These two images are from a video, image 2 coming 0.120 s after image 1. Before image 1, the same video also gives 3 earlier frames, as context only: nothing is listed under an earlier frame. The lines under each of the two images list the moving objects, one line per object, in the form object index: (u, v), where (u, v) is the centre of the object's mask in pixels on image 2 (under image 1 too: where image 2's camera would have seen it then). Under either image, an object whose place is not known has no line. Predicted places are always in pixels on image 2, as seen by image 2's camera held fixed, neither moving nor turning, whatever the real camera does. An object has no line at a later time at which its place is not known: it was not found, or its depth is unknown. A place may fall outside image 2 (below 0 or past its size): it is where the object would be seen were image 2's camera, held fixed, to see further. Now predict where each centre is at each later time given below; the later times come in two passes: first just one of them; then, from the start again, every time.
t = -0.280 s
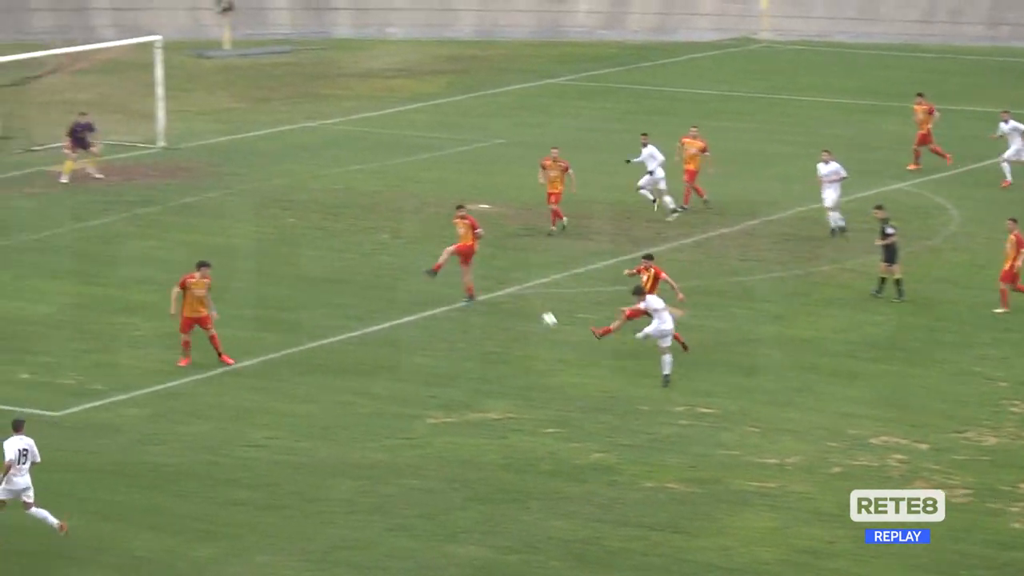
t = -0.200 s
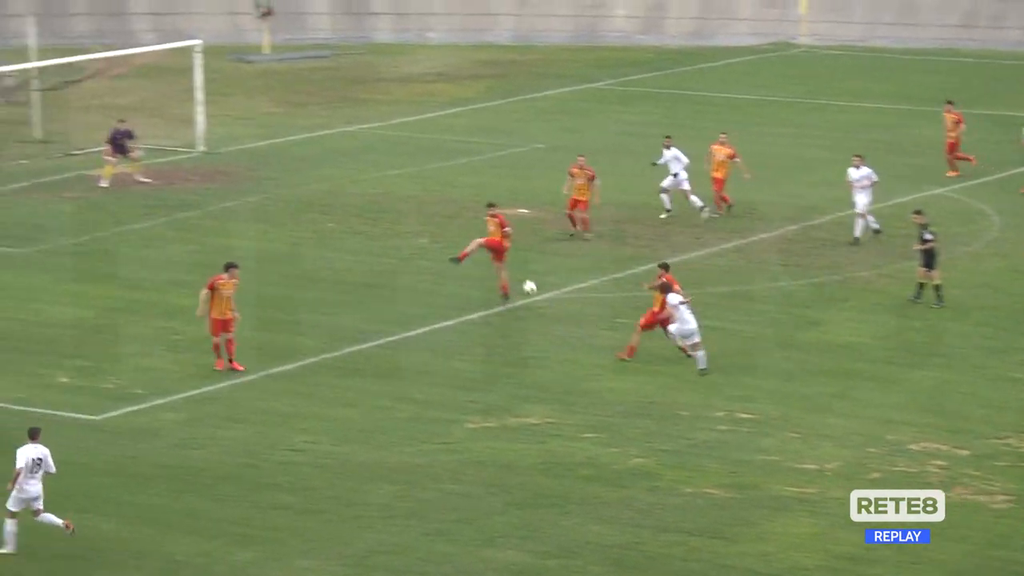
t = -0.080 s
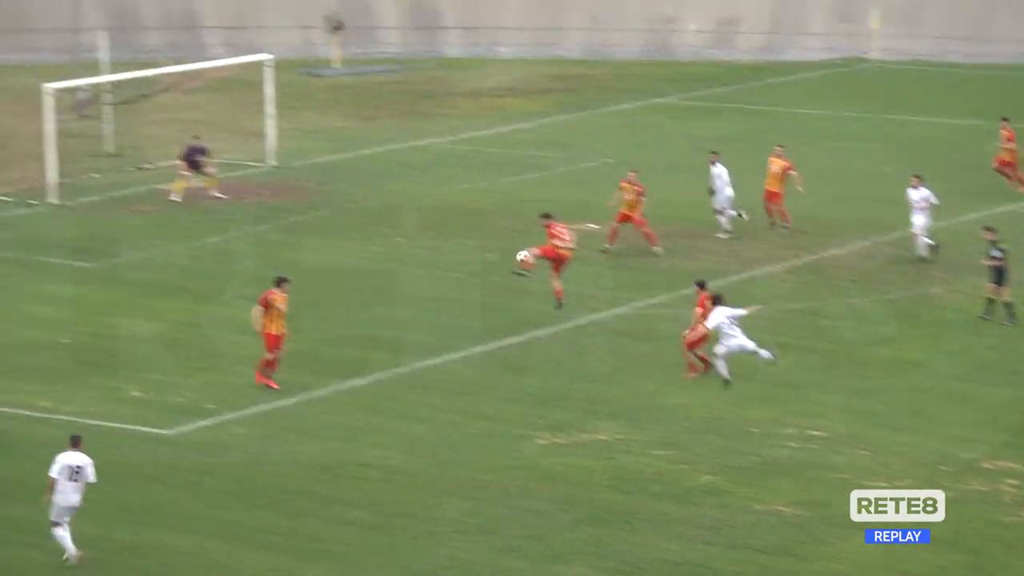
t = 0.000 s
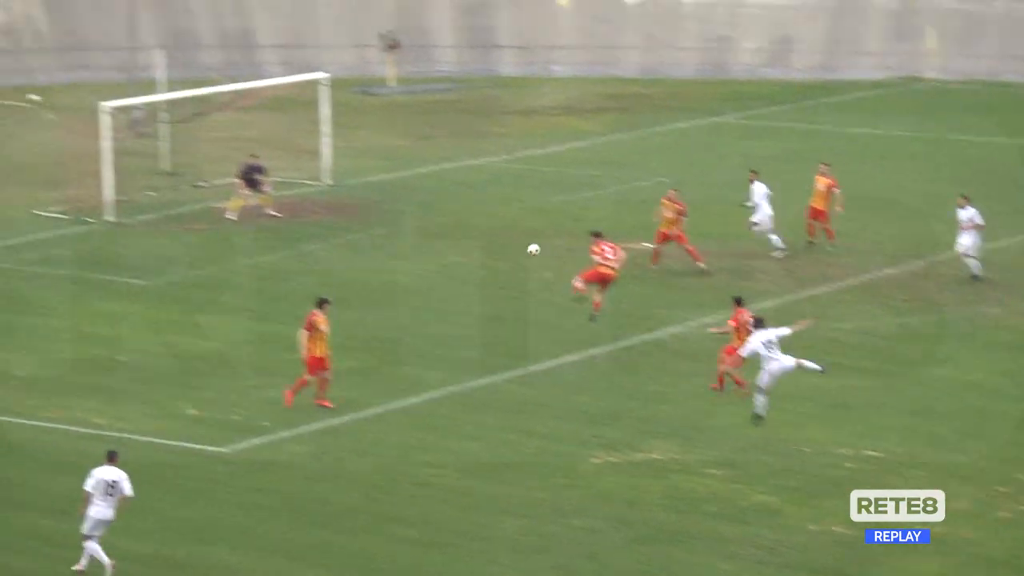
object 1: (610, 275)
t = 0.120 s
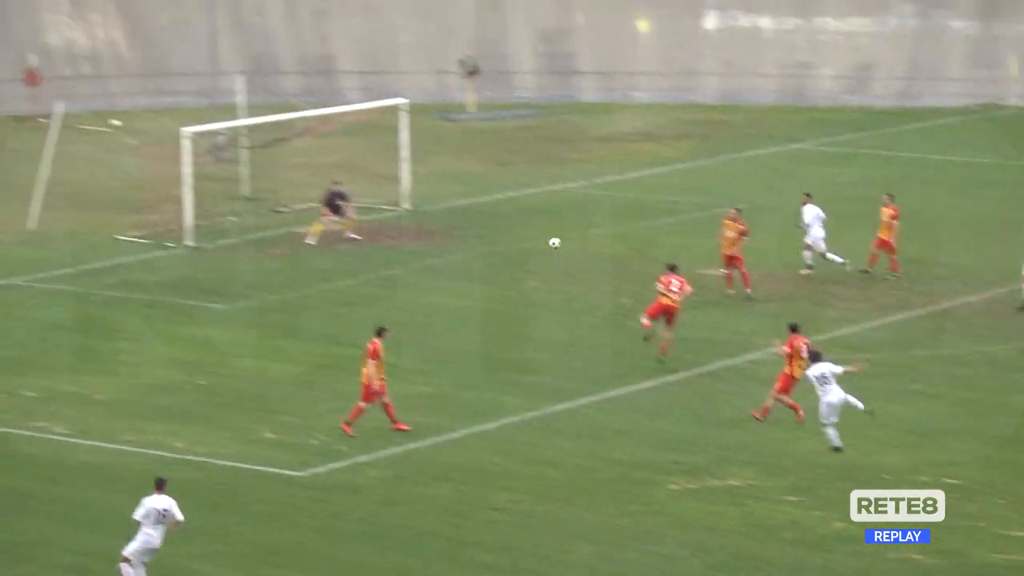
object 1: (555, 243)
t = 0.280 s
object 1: (492, 210)
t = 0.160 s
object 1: (538, 233)
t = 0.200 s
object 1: (523, 224)
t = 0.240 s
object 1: (507, 216)
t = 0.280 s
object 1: (492, 210)
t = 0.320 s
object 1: (478, 202)
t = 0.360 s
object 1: (465, 197)
